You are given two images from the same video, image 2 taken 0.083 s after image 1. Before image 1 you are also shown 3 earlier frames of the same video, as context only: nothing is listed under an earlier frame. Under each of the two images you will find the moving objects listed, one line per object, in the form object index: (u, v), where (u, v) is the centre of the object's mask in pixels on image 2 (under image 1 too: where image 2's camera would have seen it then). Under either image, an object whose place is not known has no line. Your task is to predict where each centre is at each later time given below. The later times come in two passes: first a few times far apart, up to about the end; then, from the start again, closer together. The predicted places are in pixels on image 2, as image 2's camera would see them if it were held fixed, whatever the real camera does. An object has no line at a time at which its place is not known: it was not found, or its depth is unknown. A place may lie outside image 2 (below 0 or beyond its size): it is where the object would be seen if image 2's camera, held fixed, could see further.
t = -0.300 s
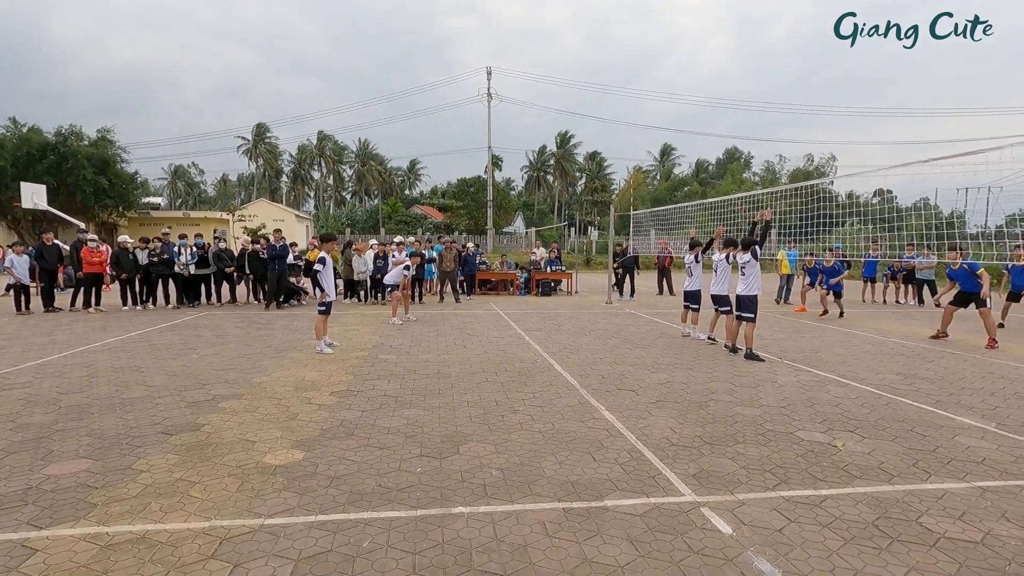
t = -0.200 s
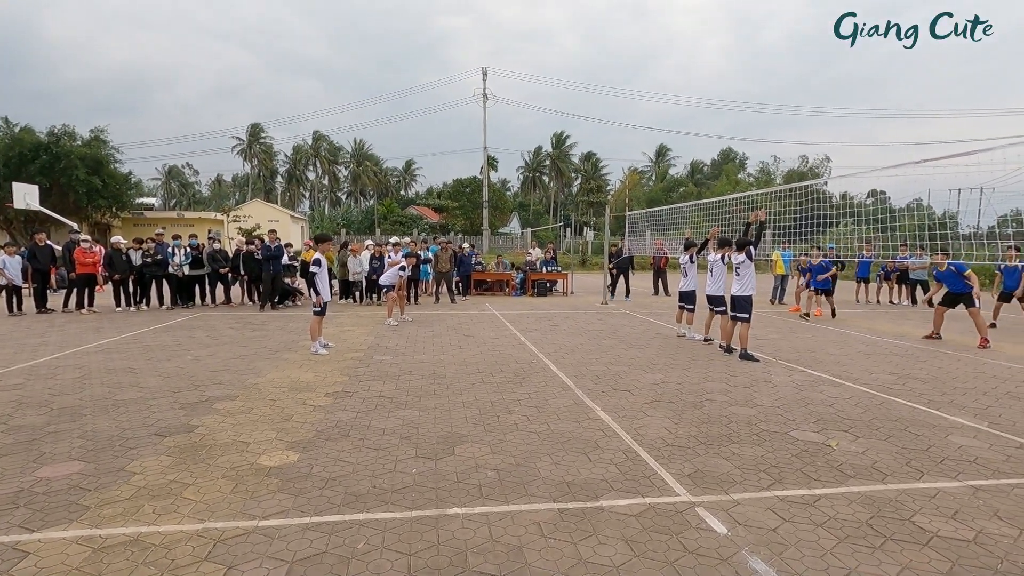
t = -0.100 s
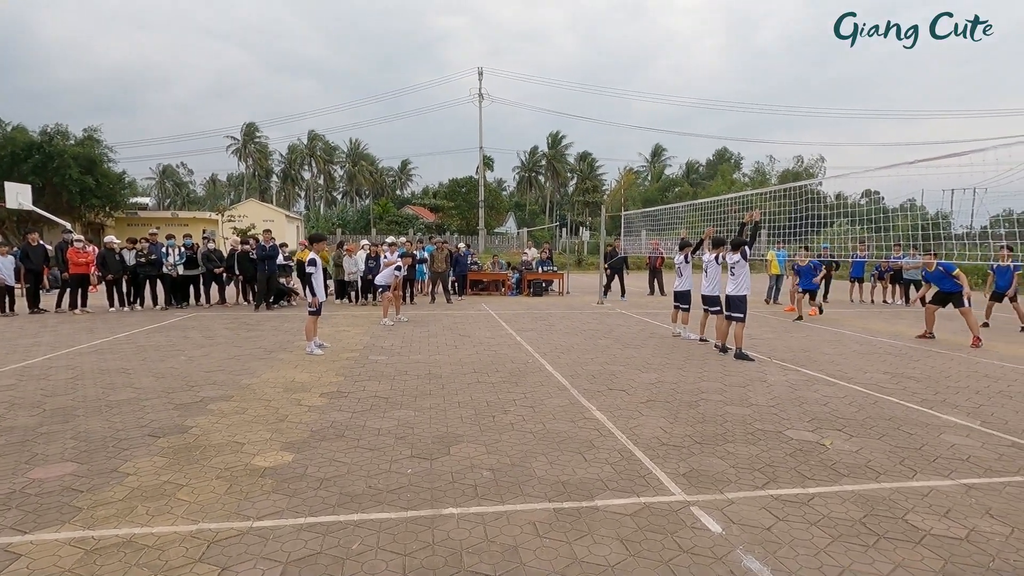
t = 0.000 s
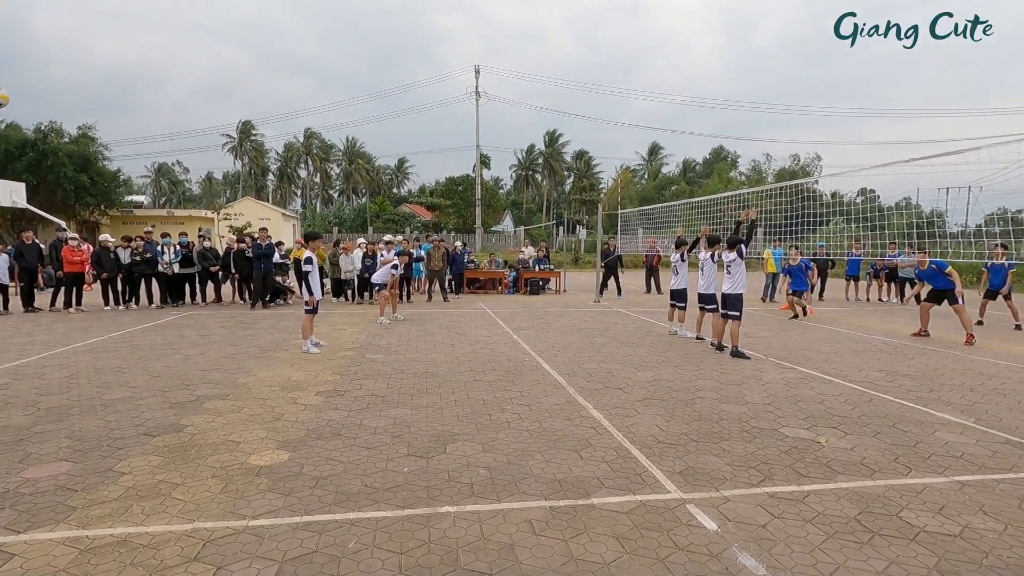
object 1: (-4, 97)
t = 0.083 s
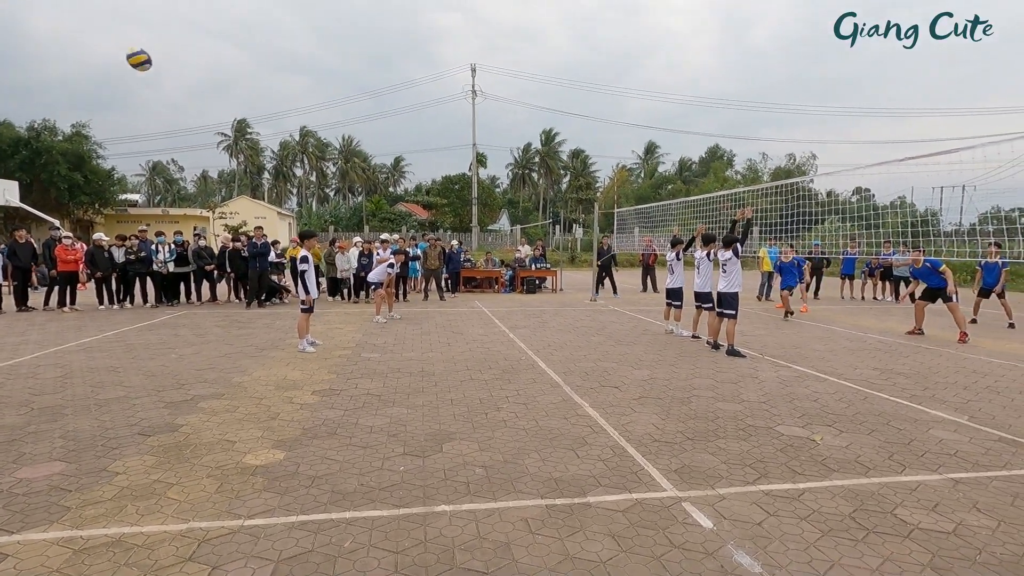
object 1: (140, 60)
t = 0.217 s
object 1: (352, 28)
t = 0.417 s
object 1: (605, 26)
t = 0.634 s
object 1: (812, 62)
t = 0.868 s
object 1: (975, 129)
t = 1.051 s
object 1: (1066, 199)
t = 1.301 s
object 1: (1158, 301)
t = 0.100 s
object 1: (168, 54)
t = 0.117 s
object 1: (196, 49)
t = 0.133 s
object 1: (223, 45)
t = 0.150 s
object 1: (250, 41)
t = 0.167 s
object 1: (277, 37)
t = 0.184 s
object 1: (302, 34)
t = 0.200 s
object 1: (327, 31)
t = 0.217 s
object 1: (352, 28)
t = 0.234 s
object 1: (376, 26)
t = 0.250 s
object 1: (400, 25)
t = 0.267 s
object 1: (422, 24)
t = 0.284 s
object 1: (445, 22)
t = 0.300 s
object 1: (466, 22)
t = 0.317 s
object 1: (488, 22)
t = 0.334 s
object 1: (508, 22)
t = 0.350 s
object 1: (529, 22)
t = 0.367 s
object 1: (548, 22)
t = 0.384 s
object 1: (568, 23)
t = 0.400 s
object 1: (587, 24)
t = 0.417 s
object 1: (605, 26)
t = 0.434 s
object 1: (623, 27)
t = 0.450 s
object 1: (641, 29)
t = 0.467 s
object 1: (659, 31)
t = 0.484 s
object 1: (676, 33)
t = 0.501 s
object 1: (692, 36)
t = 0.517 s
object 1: (708, 39)
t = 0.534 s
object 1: (724, 41)
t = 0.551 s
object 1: (740, 45)
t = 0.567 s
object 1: (755, 48)
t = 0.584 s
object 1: (769, 52)
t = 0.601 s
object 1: (784, 55)
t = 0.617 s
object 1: (798, 59)
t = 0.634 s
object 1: (812, 62)
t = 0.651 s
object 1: (825, 66)
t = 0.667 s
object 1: (839, 70)
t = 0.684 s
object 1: (851, 74)
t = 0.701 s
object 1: (864, 79)
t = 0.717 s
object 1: (876, 83)
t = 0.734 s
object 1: (888, 88)
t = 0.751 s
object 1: (901, 92)
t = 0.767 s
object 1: (912, 97)
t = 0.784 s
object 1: (923, 103)
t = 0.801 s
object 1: (934, 108)
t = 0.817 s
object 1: (945, 113)
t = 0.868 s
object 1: (975, 129)
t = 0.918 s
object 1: (1004, 149)
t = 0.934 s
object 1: (1012, 153)
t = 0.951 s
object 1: (1021, 160)
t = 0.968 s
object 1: (1029, 165)
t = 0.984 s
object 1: (1037, 172)
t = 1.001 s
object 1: (1046, 179)
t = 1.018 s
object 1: (1053, 185)
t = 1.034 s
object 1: (1062, 191)
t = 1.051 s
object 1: (1066, 199)
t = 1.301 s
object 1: (1158, 301)
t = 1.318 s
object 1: (1162, 308)
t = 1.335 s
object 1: (1167, 316)
